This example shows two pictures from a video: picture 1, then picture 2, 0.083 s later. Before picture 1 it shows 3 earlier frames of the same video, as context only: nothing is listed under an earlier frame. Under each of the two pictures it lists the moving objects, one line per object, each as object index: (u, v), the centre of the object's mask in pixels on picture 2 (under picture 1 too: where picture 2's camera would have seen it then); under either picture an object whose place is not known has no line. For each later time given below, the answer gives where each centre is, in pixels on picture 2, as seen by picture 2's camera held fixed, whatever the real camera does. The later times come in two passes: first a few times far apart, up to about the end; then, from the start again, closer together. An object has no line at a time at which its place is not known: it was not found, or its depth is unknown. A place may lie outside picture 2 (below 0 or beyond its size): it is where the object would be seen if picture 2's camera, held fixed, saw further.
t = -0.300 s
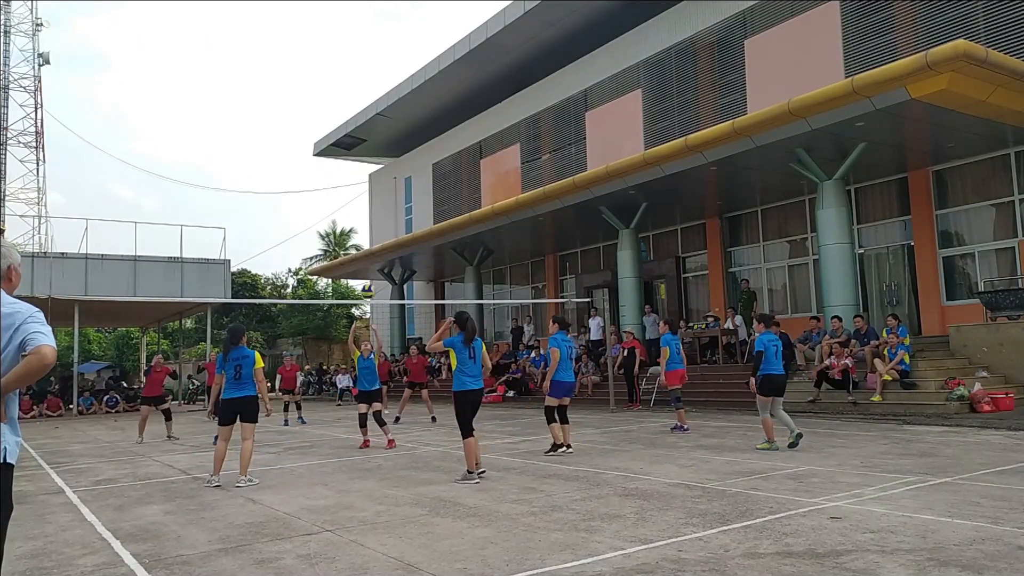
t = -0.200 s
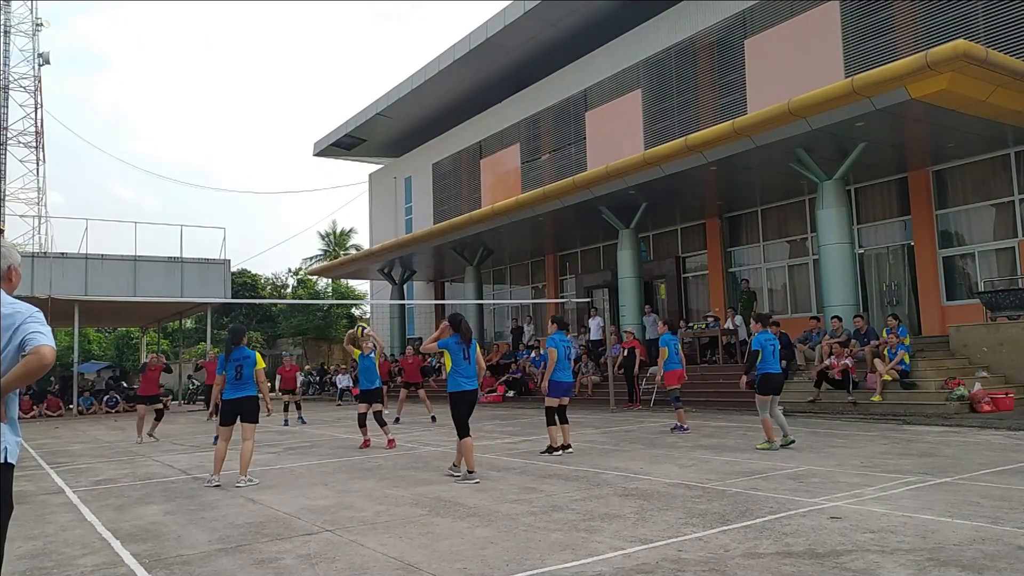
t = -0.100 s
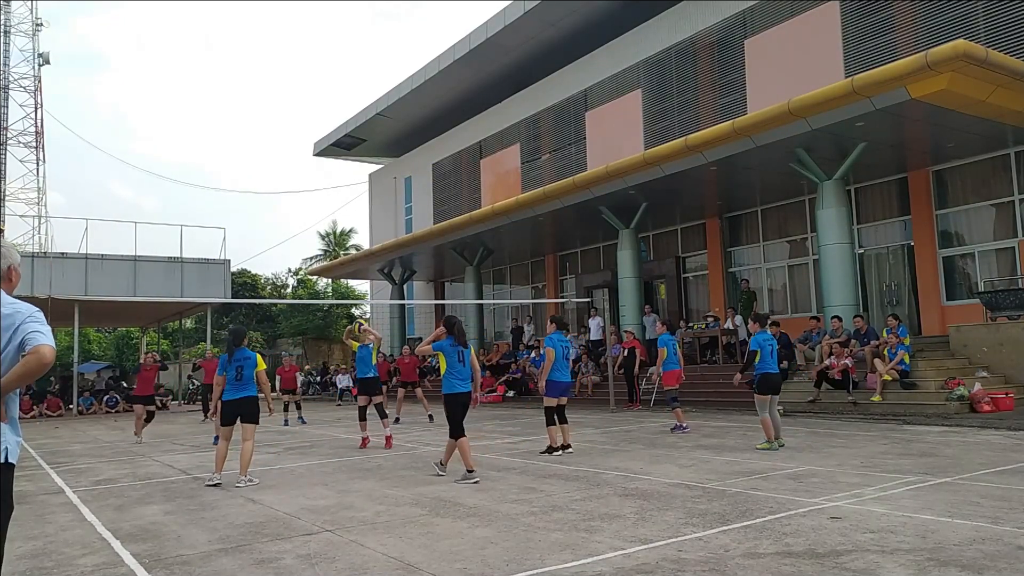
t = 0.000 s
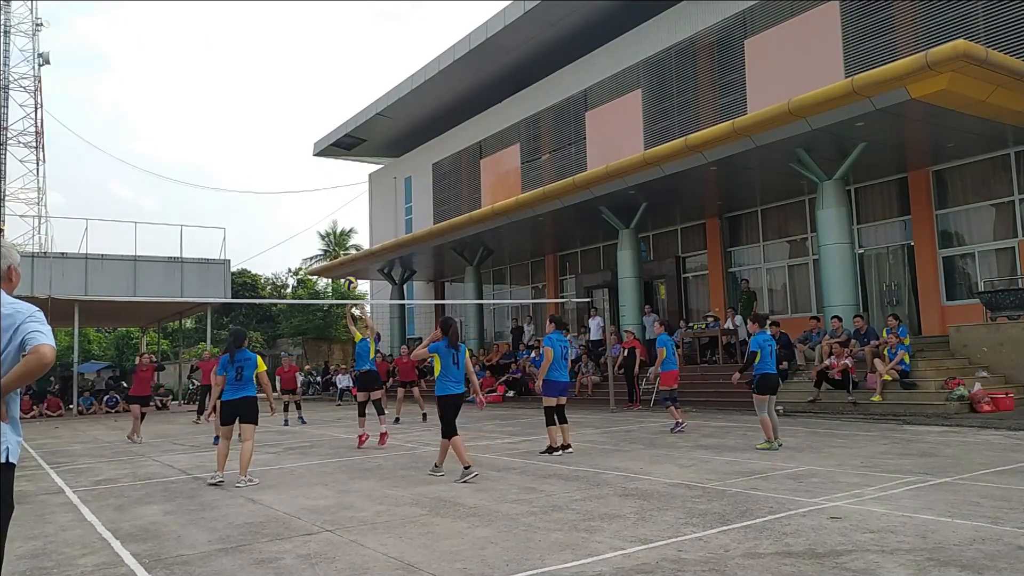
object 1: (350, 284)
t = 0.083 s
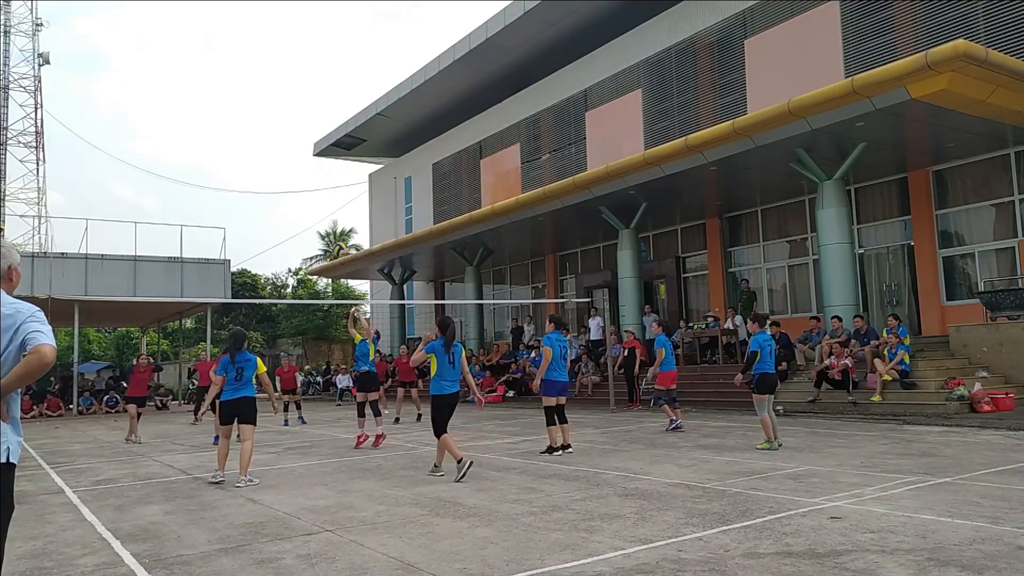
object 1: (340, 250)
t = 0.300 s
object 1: (314, 182)
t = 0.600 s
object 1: (275, 140)
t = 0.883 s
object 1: (236, 159)
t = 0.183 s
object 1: (328, 214)
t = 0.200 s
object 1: (326, 209)
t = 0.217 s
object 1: (324, 204)
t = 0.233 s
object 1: (322, 199)
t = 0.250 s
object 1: (320, 195)
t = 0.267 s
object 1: (318, 190)
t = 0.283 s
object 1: (316, 186)
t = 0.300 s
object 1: (314, 182)
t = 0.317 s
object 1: (312, 178)
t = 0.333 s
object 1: (309, 174)
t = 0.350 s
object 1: (307, 171)
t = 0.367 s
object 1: (305, 167)
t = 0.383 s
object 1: (303, 164)
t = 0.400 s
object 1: (301, 161)
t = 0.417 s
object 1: (299, 158)
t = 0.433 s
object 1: (297, 156)
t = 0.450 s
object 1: (294, 153)
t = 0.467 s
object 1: (292, 151)
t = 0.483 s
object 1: (290, 149)
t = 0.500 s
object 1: (288, 147)
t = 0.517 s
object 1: (286, 146)
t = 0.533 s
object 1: (283, 144)
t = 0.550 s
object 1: (281, 143)
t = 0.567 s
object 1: (279, 142)
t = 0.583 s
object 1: (277, 141)
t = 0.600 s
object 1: (275, 140)
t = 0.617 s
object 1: (272, 140)
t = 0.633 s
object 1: (270, 139)
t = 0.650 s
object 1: (268, 139)
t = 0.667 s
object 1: (266, 139)
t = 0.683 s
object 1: (263, 140)
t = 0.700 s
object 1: (261, 140)
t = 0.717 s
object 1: (259, 141)
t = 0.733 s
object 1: (256, 142)
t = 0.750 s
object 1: (254, 143)
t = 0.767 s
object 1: (252, 144)
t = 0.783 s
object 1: (250, 146)
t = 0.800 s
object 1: (247, 148)
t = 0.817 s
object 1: (245, 150)
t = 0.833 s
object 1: (243, 152)
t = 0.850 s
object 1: (240, 154)
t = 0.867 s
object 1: (238, 157)
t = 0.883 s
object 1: (236, 159)
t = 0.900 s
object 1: (233, 162)
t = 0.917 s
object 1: (231, 166)
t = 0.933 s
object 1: (229, 169)
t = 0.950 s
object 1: (226, 173)
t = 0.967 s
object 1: (224, 177)
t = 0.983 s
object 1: (222, 181)
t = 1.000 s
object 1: (219, 185)
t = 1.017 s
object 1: (217, 190)
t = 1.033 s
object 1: (214, 195)
